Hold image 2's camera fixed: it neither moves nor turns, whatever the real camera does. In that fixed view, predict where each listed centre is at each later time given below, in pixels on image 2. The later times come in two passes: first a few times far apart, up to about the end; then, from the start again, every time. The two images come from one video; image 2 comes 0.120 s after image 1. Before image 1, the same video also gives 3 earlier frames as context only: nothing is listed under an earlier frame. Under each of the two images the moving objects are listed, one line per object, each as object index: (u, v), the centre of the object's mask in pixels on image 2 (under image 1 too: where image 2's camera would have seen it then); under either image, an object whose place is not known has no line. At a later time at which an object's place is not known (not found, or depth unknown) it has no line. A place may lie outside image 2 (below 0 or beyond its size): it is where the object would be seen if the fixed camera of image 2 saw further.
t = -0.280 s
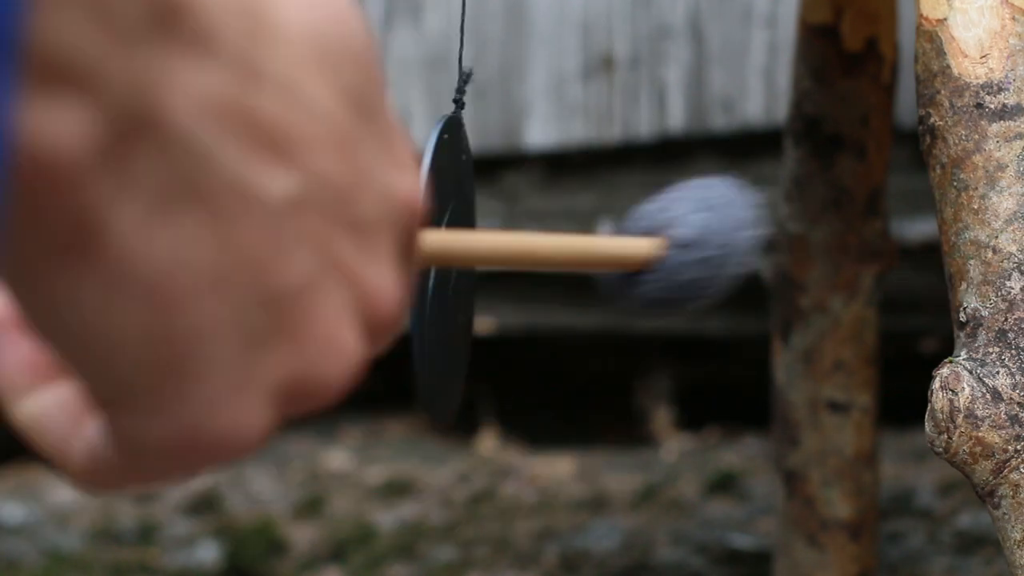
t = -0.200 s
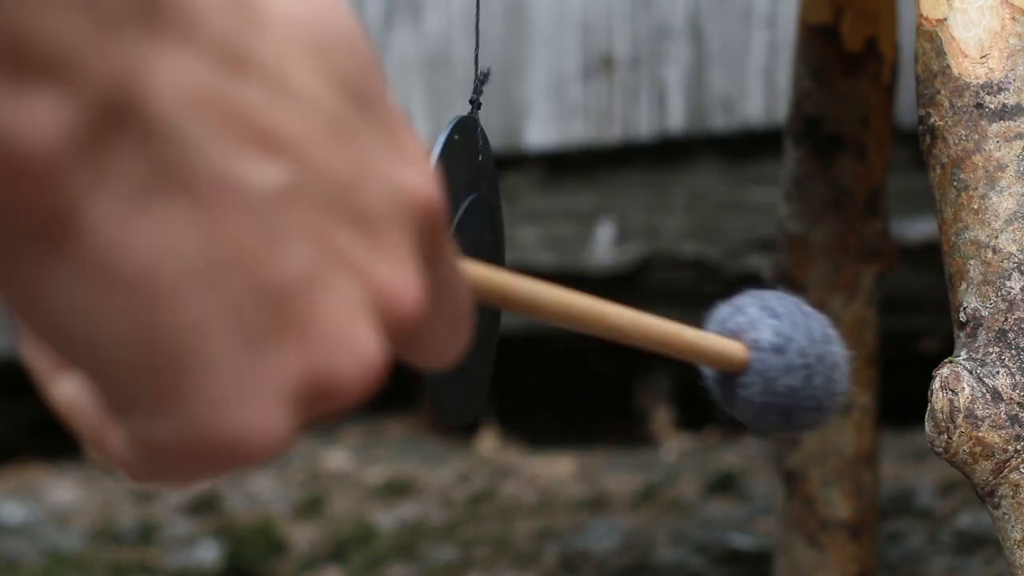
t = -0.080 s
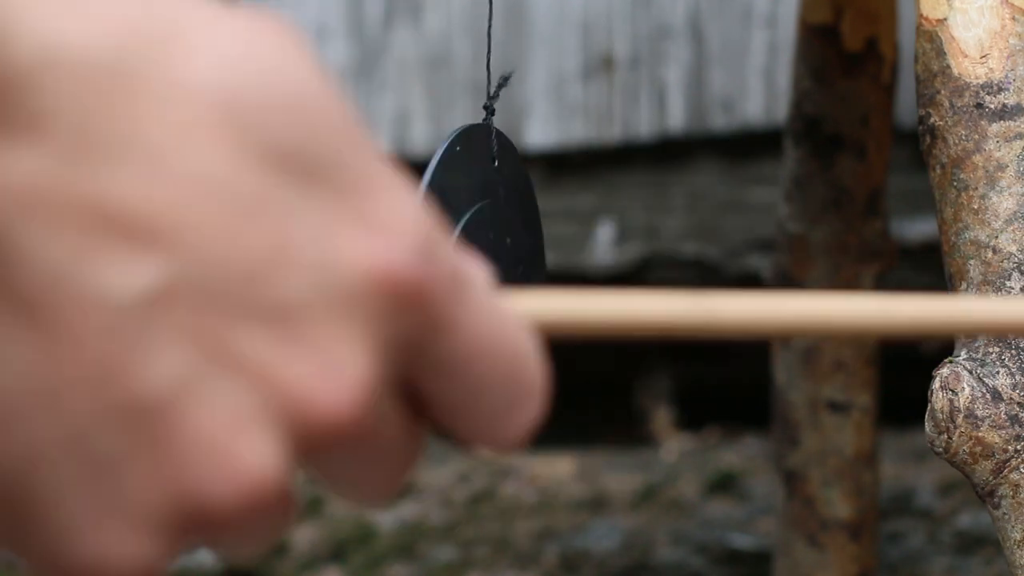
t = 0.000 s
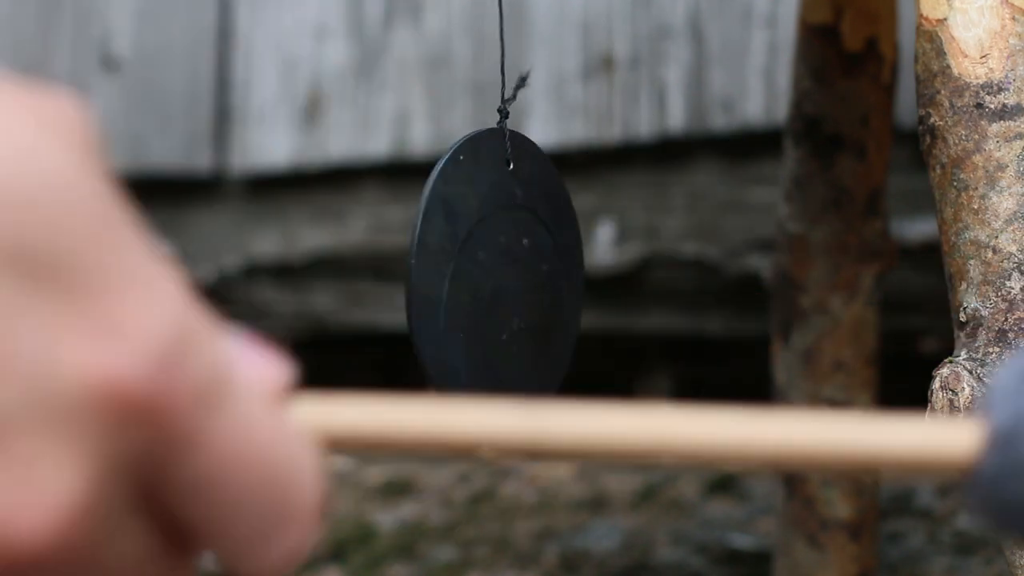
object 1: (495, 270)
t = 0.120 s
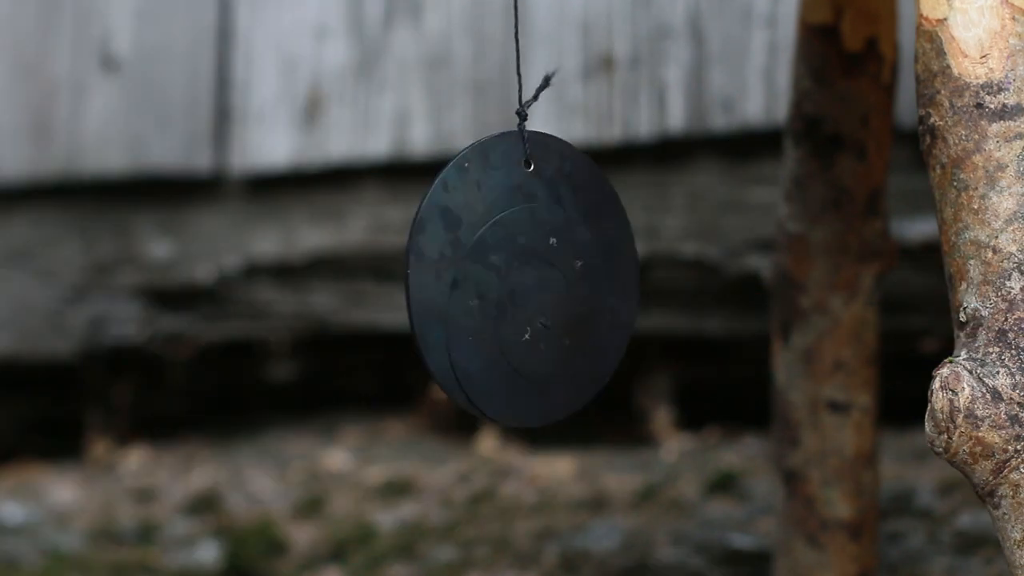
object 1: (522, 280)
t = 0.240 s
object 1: (532, 279)
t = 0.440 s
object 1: (504, 277)
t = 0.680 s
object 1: (470, 269)
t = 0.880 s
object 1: (505, 281)
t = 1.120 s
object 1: (548, 278)
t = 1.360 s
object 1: (479, 280)
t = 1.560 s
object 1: (458, 273)
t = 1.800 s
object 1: (516, 287)
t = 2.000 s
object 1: (549, 278)
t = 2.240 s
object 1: (485, 282)
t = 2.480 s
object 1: (463, 272)
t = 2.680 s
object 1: (504, 281)
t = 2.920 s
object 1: (544, 275)
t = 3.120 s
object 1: (496, 279)
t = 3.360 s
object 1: (455, 284)
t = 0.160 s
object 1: (527, 279)
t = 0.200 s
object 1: (531, 279)
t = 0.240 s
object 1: (532, 279)
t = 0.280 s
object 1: (530, 279)
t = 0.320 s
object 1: (526, 279)
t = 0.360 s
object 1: (520, 279)
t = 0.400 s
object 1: (512, 279)
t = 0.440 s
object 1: (504, 277)
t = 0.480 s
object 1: (494, 275)
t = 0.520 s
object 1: (486, 273)
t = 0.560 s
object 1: (477, 272)
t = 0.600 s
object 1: (472, 270)
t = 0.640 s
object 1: (470, 269)
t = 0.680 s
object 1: (470, 269)
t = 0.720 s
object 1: (470, 268)
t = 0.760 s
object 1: (475, 280)
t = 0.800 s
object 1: (485, 279)
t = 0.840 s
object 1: (494, 280)
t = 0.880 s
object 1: (505, 281)
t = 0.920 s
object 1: (517, 281)
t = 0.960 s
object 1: (529, 280)
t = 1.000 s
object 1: (538, 280)
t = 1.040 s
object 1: (544, 279)
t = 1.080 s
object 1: (547, 278)
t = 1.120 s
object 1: (548, 278)
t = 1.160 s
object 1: (543, 278)
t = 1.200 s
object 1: (535, 277)
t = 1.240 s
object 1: (523, 276)
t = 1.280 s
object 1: (509, 271)
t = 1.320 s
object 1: (496, 284)
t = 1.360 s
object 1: (479, 280)
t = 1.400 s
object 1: (466, 277)
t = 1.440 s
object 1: (458, 275)
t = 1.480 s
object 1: (454, 274)
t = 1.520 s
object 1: (454, 273)
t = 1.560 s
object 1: (458, 273)
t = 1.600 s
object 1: (465, 273)
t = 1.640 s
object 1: (474, 274)
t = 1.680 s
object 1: (485, 274)
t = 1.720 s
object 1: (496, 273)
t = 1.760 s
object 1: (506, 270)
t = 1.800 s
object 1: (516, 287)
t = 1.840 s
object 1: (526, 282)
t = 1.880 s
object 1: (534, 281)
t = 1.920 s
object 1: (542, 280)
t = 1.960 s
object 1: (546, 279)
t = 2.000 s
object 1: (549, 278)
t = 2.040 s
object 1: (547, 278)
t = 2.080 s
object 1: (542, 278)
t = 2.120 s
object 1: (531, 276)
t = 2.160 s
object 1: (518, 273)
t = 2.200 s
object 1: (506, 274)
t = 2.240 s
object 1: (485, 282)
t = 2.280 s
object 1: (472, 278)
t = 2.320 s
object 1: (463, 276)
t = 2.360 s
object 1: (458, 275)
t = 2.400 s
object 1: (457, 273)
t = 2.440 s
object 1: (458, 272)
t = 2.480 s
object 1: (463, 272)
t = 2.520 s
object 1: (469, 271)
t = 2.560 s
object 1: (477, 268)
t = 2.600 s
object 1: (480, 282)
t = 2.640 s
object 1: (494, 282)
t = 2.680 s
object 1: (504, 281)
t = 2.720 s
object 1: (516, 280)
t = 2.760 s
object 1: (527, 279)
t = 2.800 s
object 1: (537, 278)
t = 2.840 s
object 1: (544, 277)
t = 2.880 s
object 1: (546, 276)
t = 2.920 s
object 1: (544, 275)
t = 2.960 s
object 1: (538, 268)
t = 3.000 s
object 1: (528, 288)
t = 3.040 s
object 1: (516, 281)
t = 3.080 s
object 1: (506, 280)
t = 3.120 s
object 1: (496, 279)
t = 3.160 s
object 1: (488, 277)
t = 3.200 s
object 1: (480, 275)
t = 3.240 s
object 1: (473, 273)
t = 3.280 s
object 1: (466, 270)
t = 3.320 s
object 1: (461, 264)
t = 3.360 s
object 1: (455, 284)
